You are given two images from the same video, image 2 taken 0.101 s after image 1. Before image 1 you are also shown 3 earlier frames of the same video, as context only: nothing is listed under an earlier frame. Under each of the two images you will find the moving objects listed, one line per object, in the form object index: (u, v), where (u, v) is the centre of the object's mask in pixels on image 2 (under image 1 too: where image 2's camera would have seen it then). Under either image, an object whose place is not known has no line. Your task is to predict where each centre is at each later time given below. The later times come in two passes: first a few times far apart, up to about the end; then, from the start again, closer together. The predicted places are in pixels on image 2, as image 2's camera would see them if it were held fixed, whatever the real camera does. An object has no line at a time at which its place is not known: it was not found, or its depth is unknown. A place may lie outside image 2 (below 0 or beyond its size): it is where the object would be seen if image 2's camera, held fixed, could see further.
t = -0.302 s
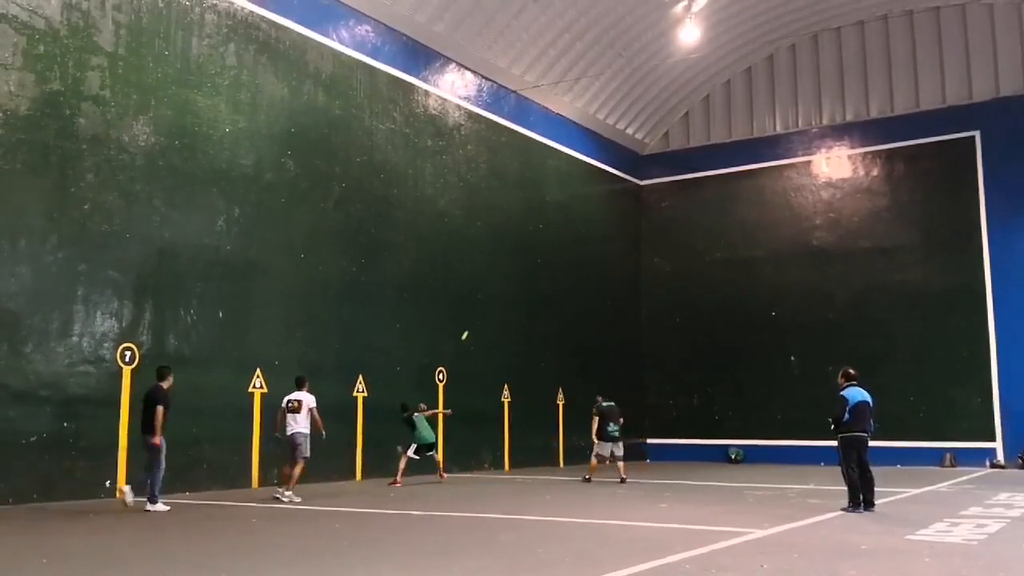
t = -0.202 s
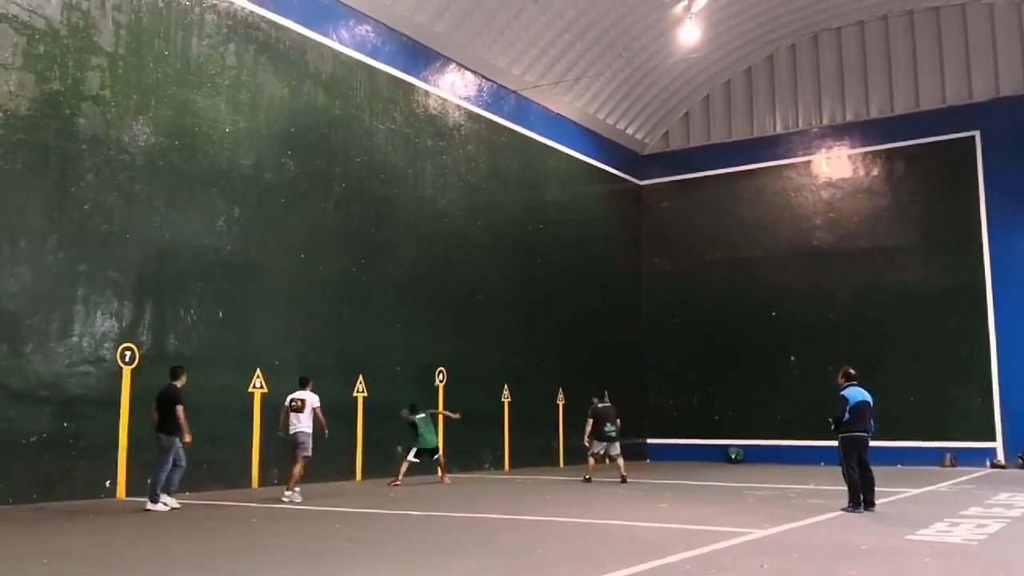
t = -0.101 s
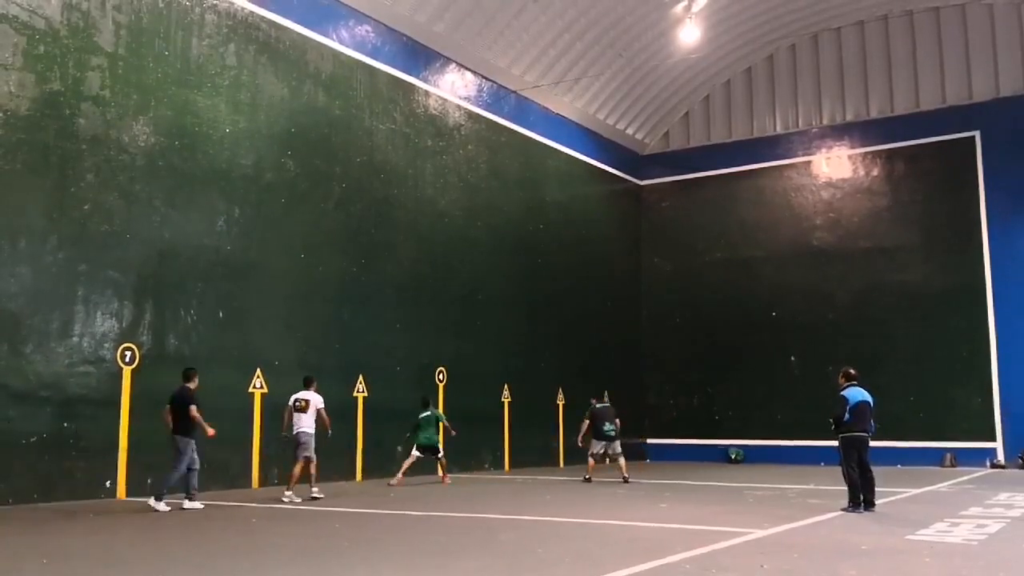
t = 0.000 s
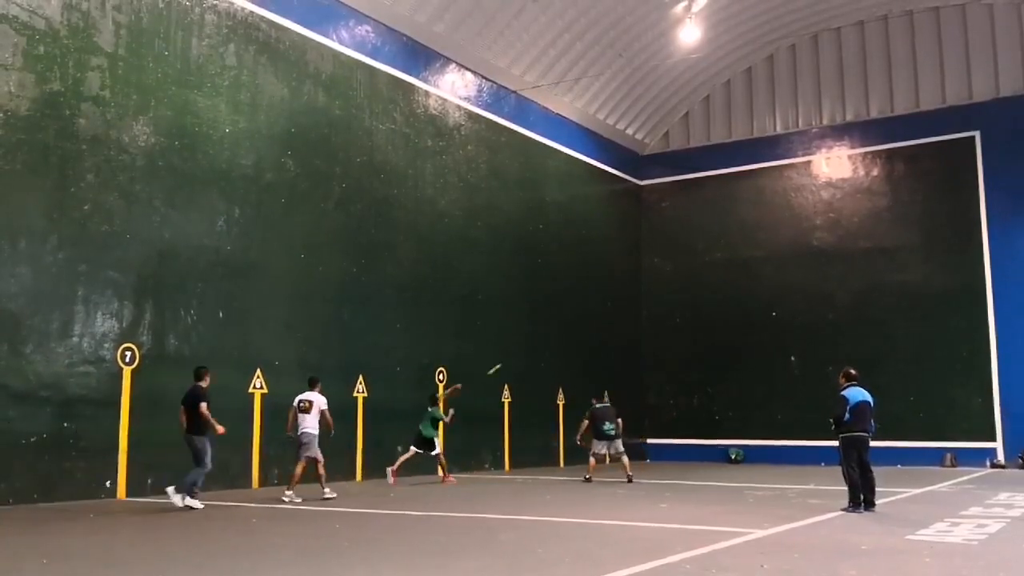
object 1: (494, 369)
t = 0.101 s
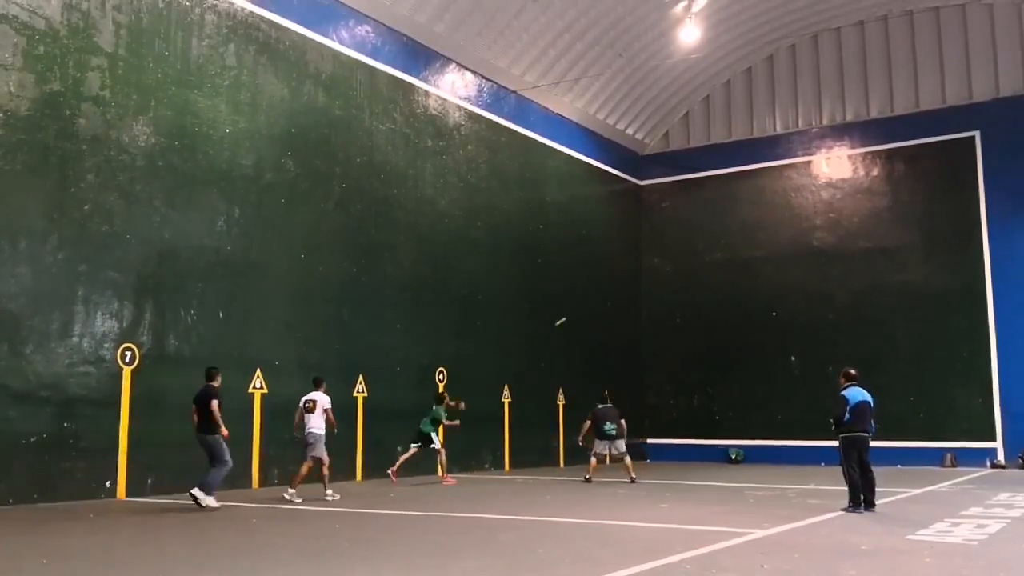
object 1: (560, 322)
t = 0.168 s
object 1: (596, 298)
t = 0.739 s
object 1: (613, 196)
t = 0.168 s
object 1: (596, 298)
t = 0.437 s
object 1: (681, 244)
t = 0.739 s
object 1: (613, 196)
